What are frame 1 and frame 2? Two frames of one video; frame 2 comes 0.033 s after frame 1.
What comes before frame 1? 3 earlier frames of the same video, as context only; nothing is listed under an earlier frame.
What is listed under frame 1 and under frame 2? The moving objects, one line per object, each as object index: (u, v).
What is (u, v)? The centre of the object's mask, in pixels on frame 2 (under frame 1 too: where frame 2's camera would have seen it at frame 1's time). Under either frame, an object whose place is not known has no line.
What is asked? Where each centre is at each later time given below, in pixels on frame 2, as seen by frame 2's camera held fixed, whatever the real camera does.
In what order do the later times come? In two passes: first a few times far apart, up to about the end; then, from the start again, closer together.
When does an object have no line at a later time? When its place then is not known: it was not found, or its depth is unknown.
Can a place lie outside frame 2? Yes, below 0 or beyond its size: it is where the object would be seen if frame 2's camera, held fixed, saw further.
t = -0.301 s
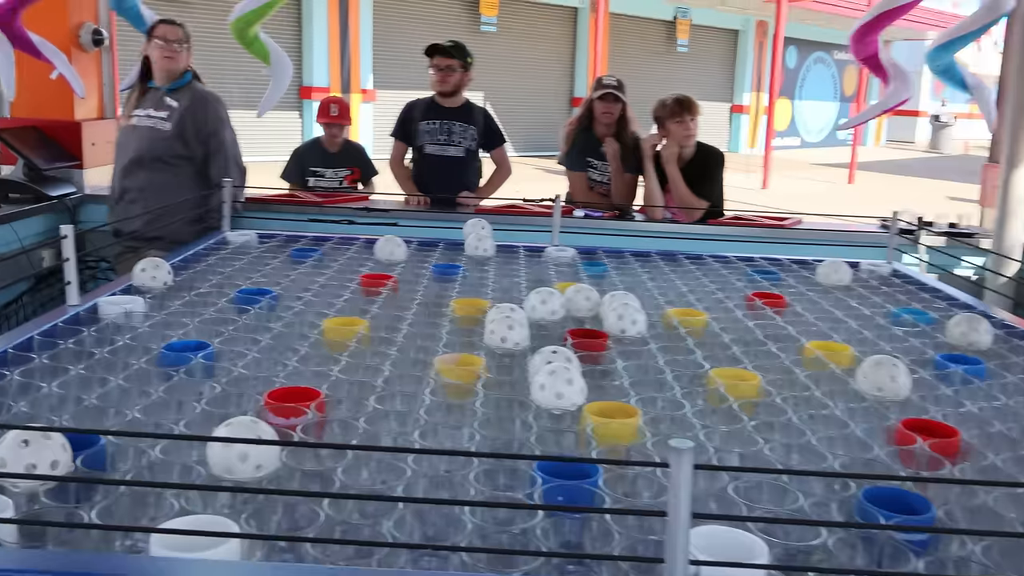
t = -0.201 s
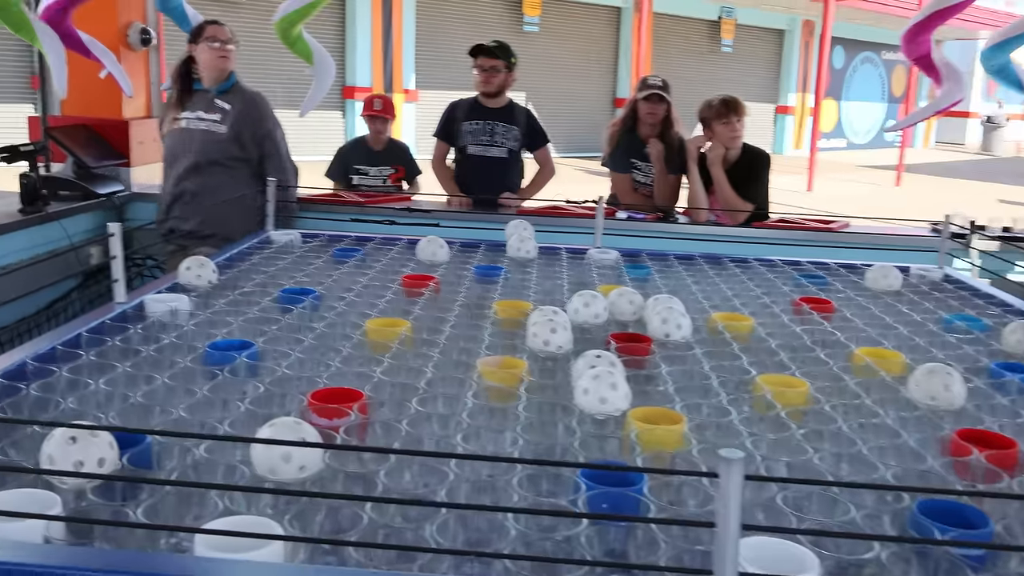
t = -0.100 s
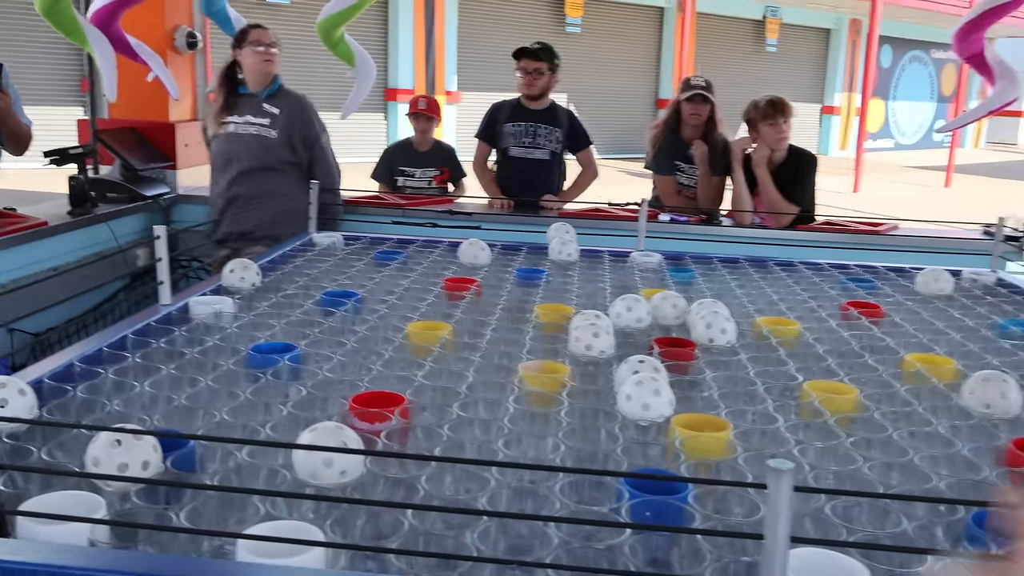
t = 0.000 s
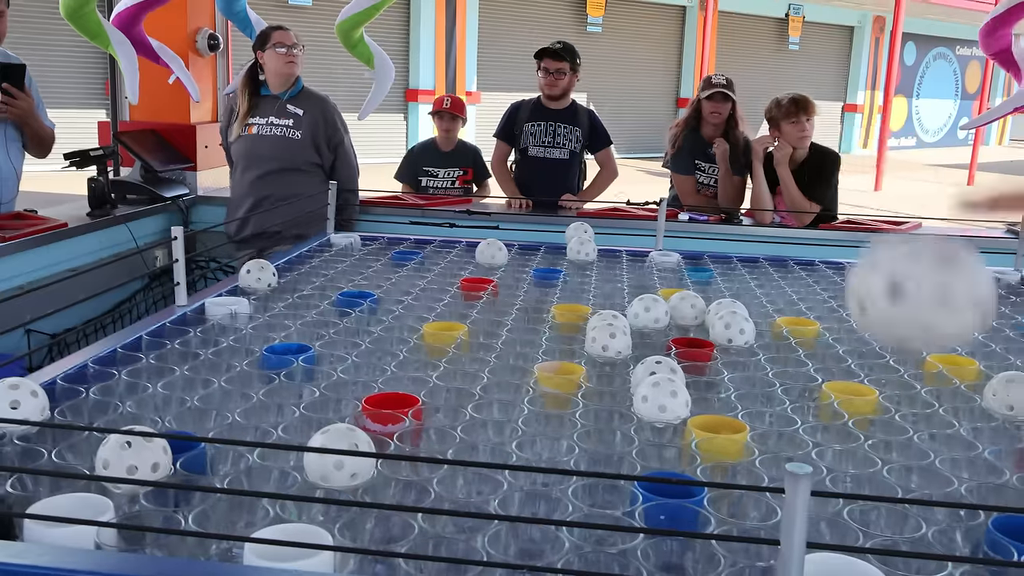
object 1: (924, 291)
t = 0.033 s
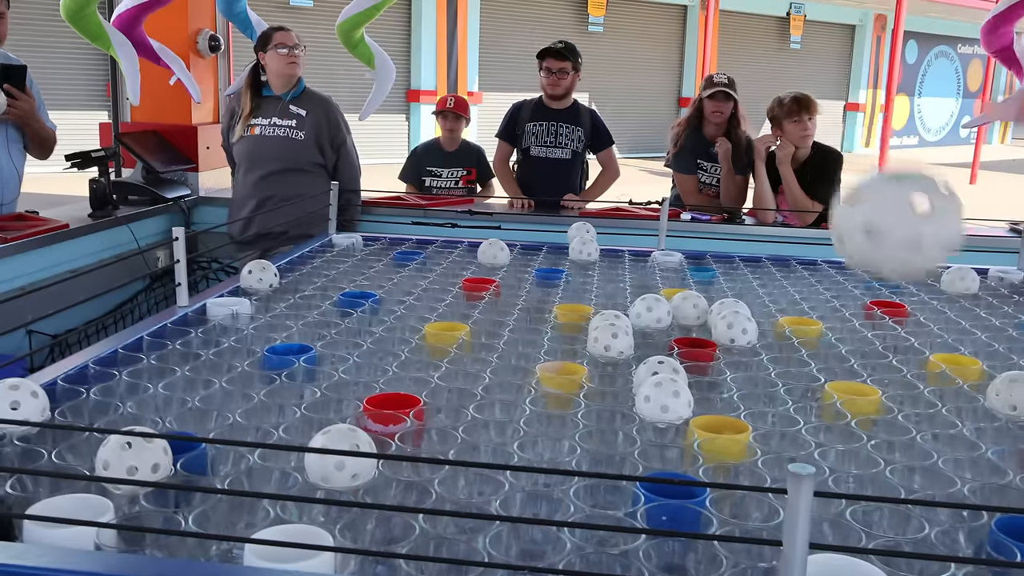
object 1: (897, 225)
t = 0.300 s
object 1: (749, 187)
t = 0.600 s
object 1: (732, 235)
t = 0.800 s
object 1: (763, 245)
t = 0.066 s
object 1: (870, 173)
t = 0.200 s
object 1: (793, 123)
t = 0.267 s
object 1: (764, 160)
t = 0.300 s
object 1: (749, 187)
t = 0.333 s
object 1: (735, 219)
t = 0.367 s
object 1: (722, 254)
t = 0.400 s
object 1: (709, 295)
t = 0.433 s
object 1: (698, 336)
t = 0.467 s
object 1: (699, 338)
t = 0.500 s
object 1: (703, 303)
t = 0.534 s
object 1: (717, 275)
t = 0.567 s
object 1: (725, 251)
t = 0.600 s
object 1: (732, 235)
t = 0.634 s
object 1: (739, 223)
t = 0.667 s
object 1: (745, 216)
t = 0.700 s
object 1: (752, 215)
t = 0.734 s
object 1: (756, 220)
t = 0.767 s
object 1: (759, 231)
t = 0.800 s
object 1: (763, 245)
